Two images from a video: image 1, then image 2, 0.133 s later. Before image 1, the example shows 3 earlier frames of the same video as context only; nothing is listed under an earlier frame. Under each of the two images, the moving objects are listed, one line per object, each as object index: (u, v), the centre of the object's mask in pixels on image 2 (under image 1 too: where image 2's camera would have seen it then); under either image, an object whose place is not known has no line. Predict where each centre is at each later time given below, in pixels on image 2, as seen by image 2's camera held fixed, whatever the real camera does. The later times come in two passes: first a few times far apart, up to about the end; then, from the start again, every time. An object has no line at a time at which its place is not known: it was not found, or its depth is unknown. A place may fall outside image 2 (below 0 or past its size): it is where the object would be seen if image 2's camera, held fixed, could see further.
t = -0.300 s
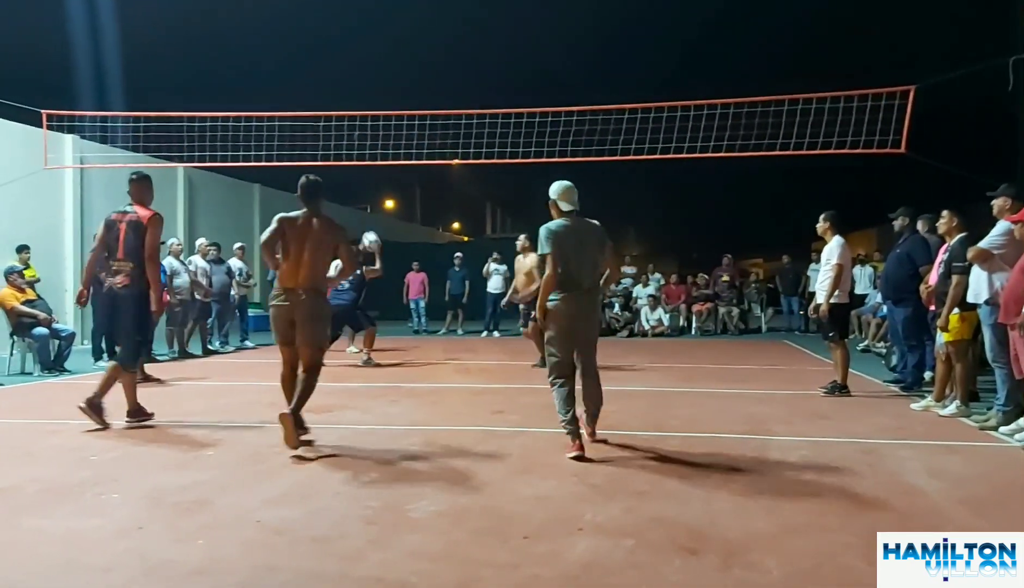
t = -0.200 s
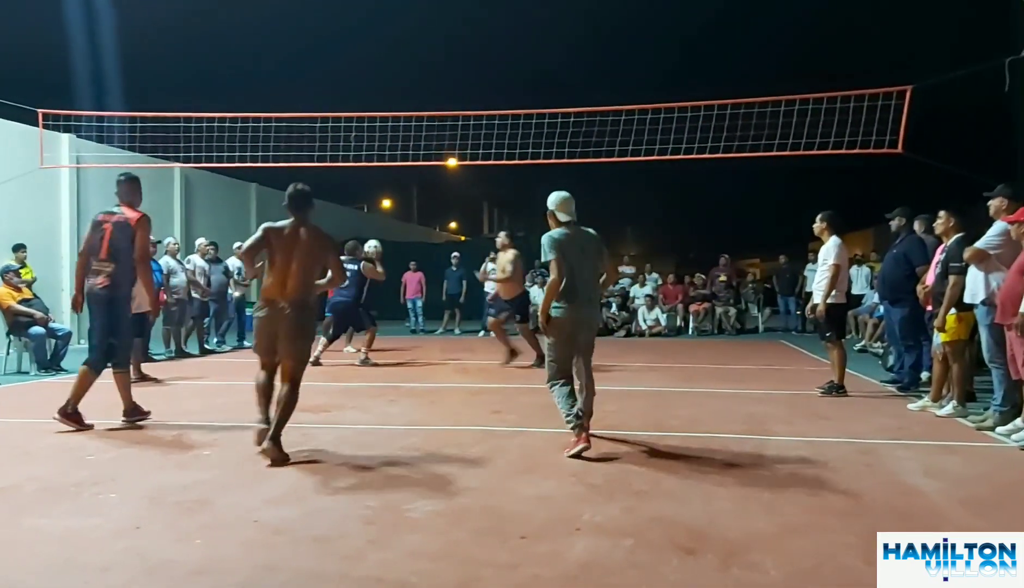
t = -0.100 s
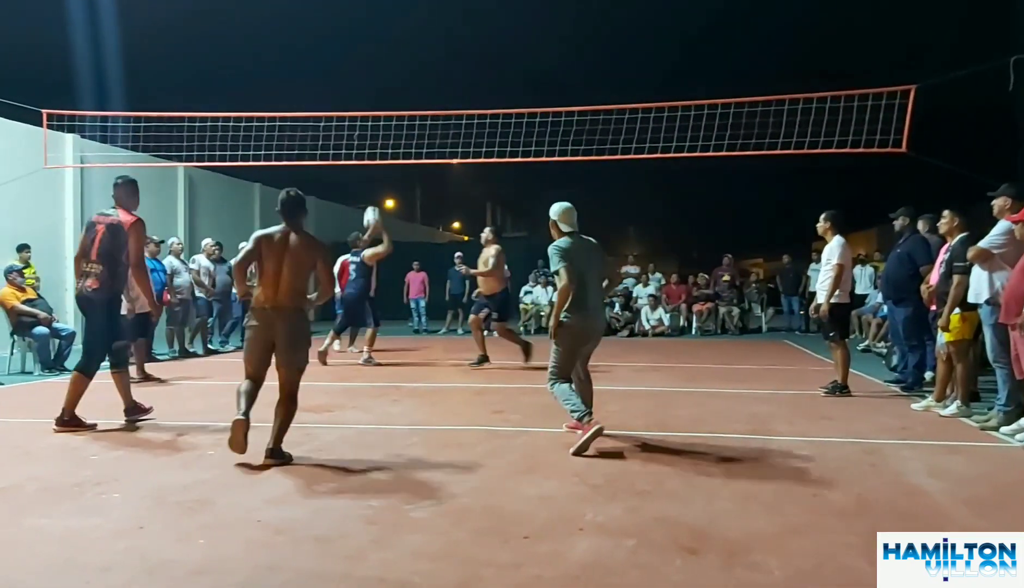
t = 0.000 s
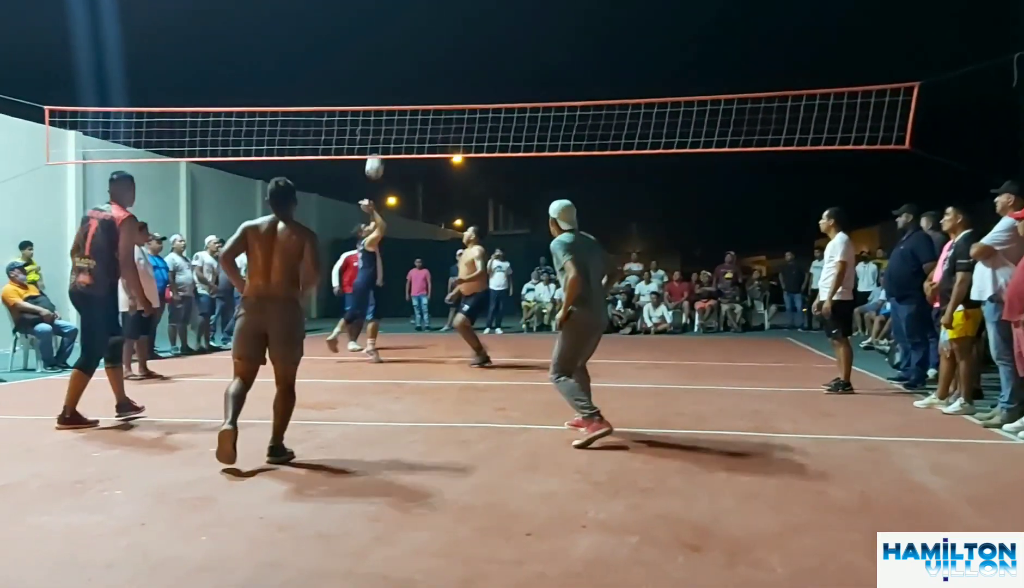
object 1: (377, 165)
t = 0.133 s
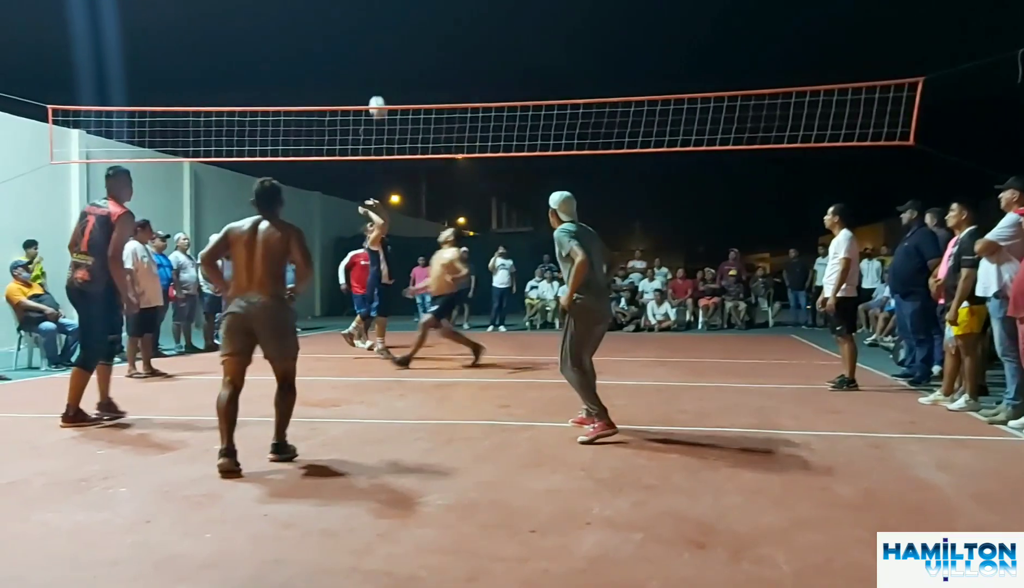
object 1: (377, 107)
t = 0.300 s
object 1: (379, 54)
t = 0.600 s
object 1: (382, 15)
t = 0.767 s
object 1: (382, 23)
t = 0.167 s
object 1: (377, 95)
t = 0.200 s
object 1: (377, 84)
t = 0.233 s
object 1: (377, 73)
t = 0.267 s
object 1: (378, 64)
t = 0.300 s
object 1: (379, 54)
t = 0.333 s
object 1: (379, 46)
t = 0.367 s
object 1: (378, 39)
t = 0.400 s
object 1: (378, 32)
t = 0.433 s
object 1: (378, 27)
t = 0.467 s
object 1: (379, 22)
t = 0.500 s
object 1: (380, 18)
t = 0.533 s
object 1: (381, 16)
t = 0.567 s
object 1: (381, 15)
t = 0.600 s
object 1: (382, 15)
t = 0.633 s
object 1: (382, 15)
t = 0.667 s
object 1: (382, 15)
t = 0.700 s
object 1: (381, 17)
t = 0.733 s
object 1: (381, 19)
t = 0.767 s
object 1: (382, 23)
